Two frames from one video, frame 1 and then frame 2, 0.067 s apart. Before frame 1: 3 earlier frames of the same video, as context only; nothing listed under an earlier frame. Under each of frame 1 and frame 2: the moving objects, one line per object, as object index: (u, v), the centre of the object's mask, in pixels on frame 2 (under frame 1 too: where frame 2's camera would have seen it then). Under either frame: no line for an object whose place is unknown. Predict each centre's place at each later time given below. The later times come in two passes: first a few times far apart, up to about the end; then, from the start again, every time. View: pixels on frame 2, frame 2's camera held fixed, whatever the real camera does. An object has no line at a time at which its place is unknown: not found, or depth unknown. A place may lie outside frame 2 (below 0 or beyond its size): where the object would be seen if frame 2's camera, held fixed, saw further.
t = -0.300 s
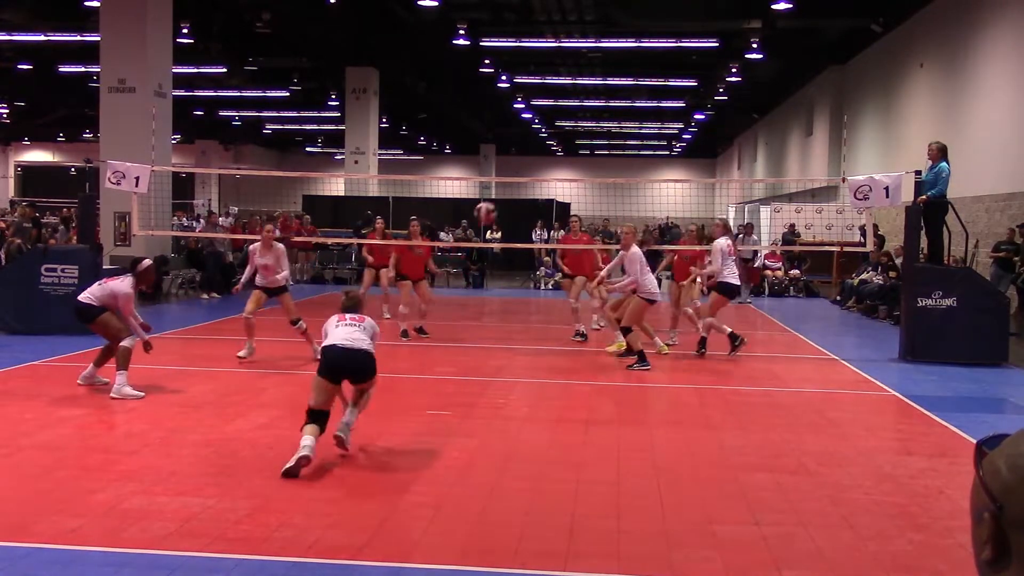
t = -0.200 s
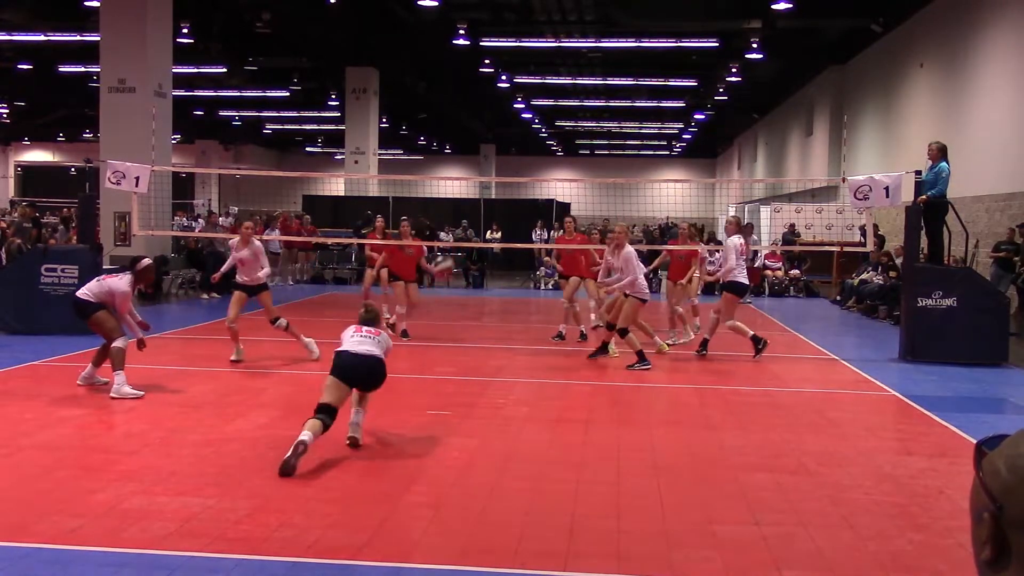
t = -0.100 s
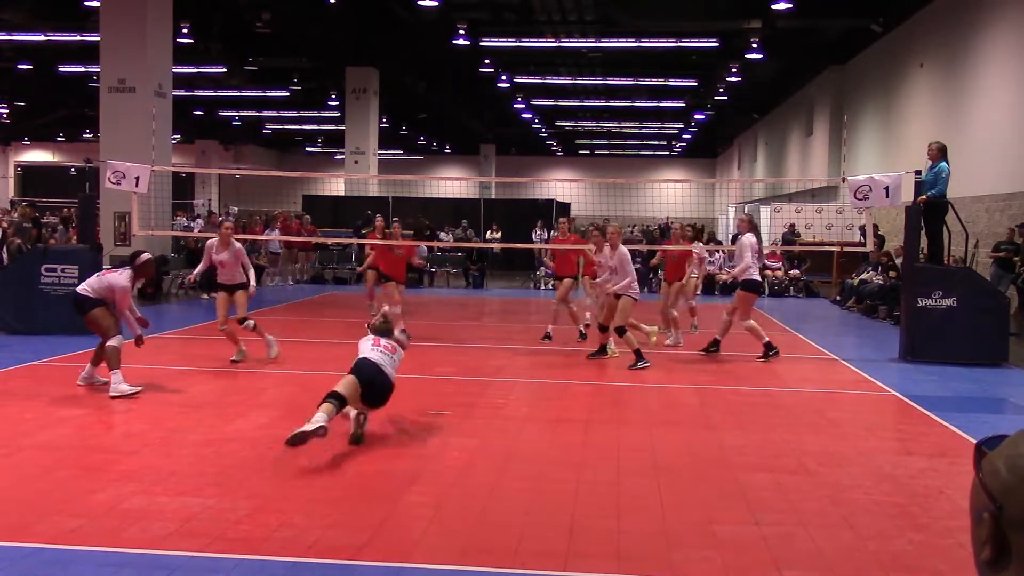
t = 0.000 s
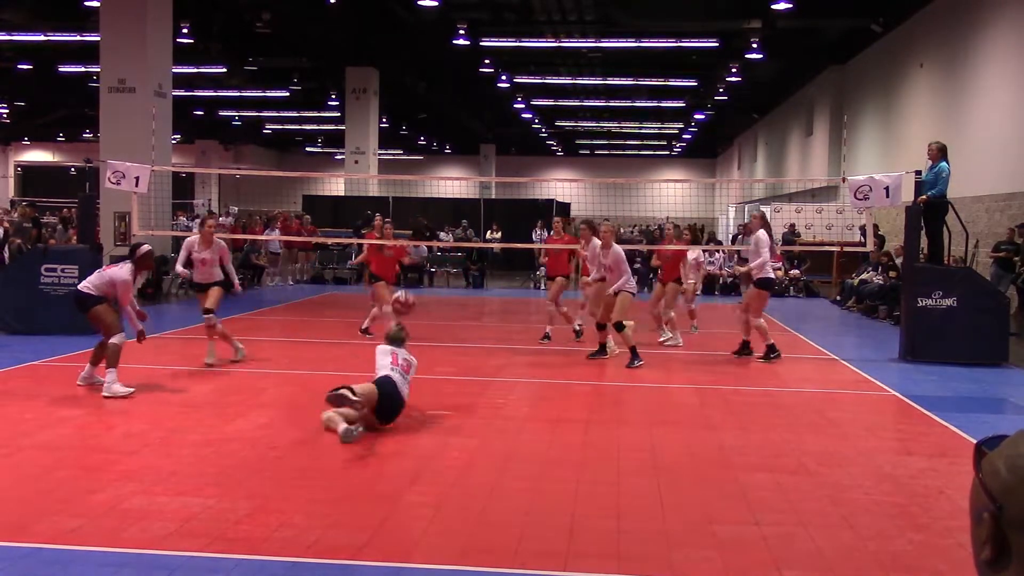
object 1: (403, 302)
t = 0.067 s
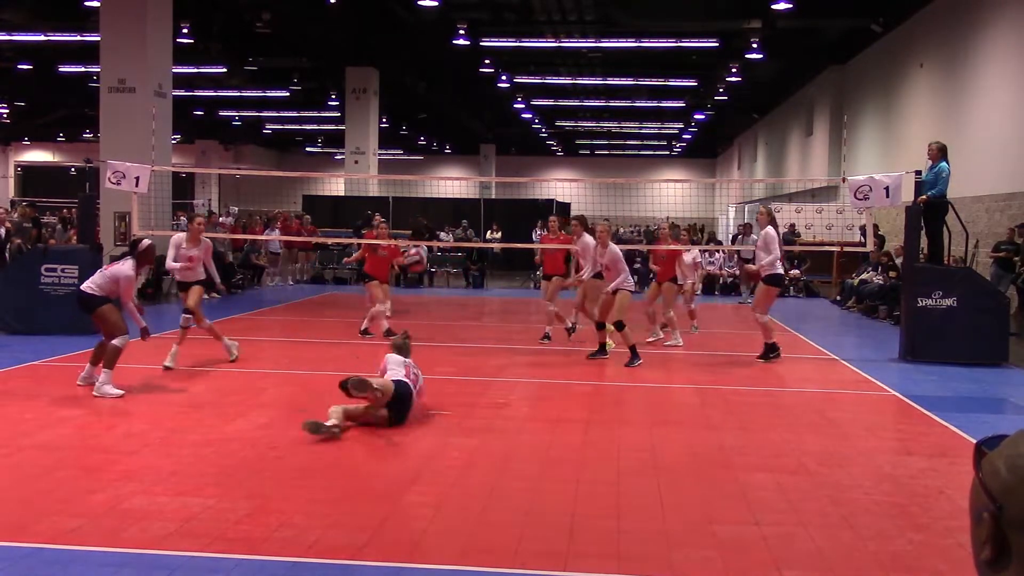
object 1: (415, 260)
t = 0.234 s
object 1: (443, 184)
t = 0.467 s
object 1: (476, 132)
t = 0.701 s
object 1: (504, 134)
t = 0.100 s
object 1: (420, 243)
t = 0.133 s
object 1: (426, 225)
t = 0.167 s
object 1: (433, 209)
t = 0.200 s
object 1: (438, 197)
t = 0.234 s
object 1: (443, 184)
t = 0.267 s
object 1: (449, 172)
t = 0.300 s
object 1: (454, 161)
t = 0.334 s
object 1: (458, 152)
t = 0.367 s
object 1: (463, 146)
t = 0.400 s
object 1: (467, 140)
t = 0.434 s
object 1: (472, 136)
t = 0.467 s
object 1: (476, 132)
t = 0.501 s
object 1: (481, 129)
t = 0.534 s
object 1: (485, 128)
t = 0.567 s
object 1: (489, 127)
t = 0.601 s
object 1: (493, 127)
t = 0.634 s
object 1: (496, 129)
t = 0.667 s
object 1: (500, 131)
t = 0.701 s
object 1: (504, 134)
